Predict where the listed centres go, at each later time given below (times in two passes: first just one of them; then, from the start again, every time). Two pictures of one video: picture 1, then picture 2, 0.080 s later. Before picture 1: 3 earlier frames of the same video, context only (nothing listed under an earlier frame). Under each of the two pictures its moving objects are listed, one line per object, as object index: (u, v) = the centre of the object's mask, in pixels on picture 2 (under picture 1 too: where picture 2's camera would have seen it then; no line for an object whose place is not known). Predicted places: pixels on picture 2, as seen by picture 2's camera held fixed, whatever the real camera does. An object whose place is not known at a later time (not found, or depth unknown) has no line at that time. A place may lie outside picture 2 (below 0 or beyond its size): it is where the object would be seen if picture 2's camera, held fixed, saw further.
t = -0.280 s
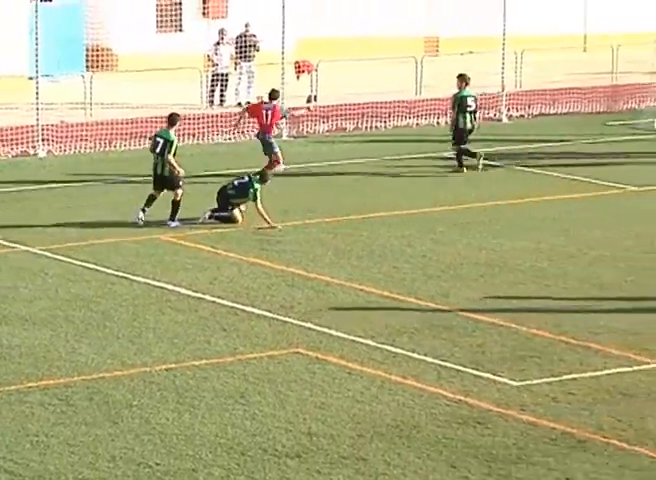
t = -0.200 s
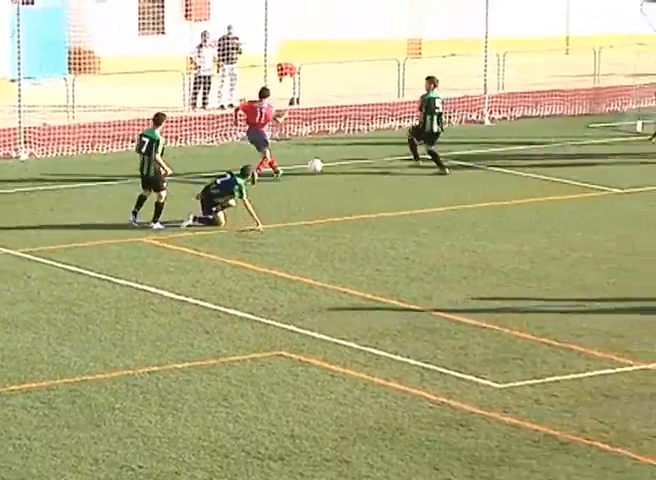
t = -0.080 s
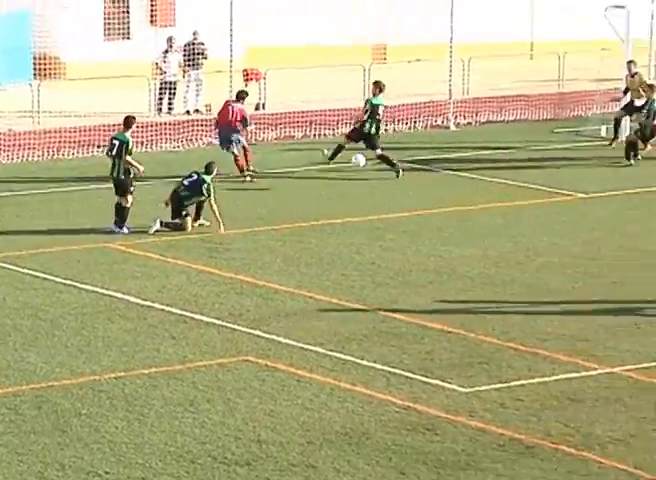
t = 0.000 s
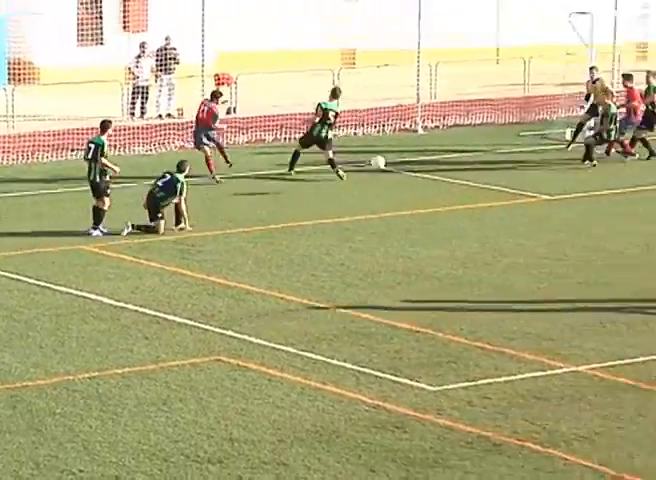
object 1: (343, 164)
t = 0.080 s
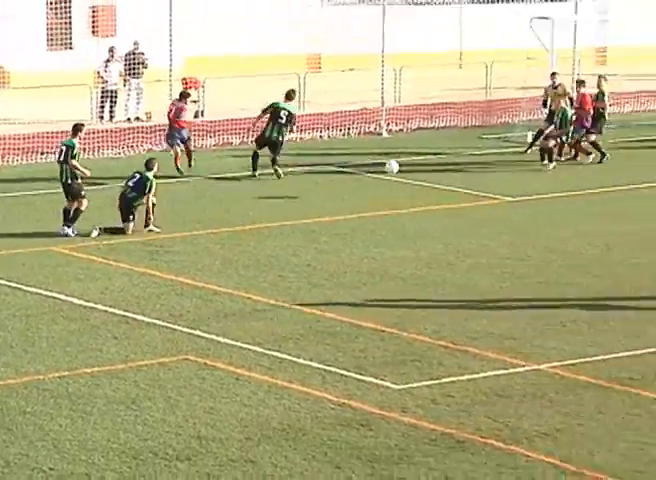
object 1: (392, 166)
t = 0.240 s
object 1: (489, 184)
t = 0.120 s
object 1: (416, 169)
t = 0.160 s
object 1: (440, 173)
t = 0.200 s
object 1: (465, 178)
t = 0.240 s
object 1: (489, 184)
